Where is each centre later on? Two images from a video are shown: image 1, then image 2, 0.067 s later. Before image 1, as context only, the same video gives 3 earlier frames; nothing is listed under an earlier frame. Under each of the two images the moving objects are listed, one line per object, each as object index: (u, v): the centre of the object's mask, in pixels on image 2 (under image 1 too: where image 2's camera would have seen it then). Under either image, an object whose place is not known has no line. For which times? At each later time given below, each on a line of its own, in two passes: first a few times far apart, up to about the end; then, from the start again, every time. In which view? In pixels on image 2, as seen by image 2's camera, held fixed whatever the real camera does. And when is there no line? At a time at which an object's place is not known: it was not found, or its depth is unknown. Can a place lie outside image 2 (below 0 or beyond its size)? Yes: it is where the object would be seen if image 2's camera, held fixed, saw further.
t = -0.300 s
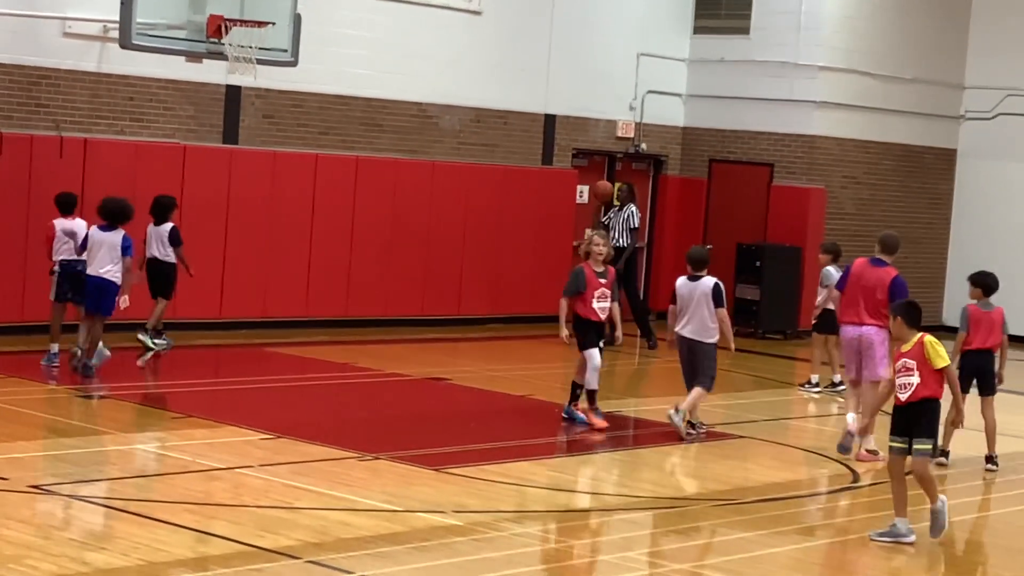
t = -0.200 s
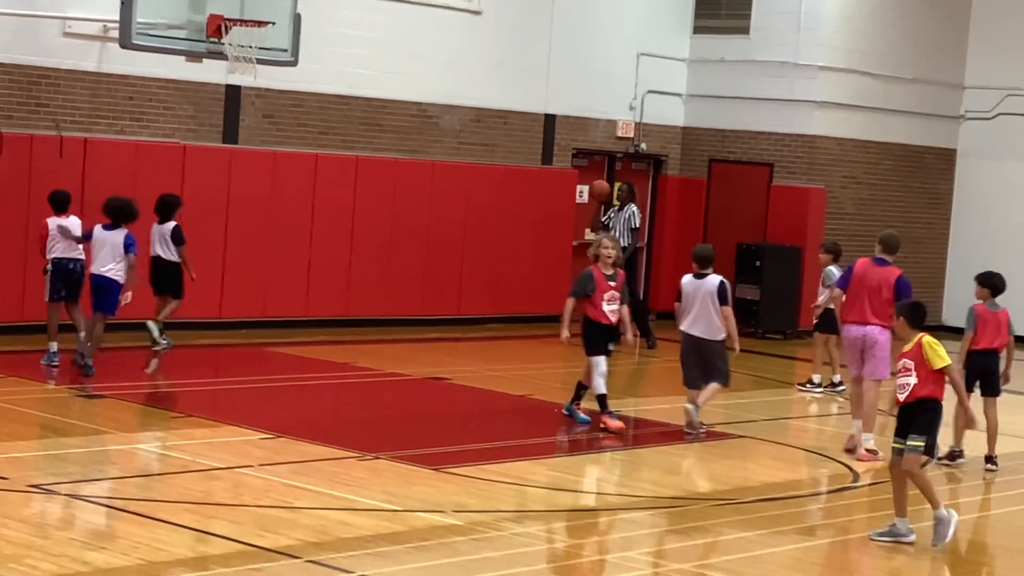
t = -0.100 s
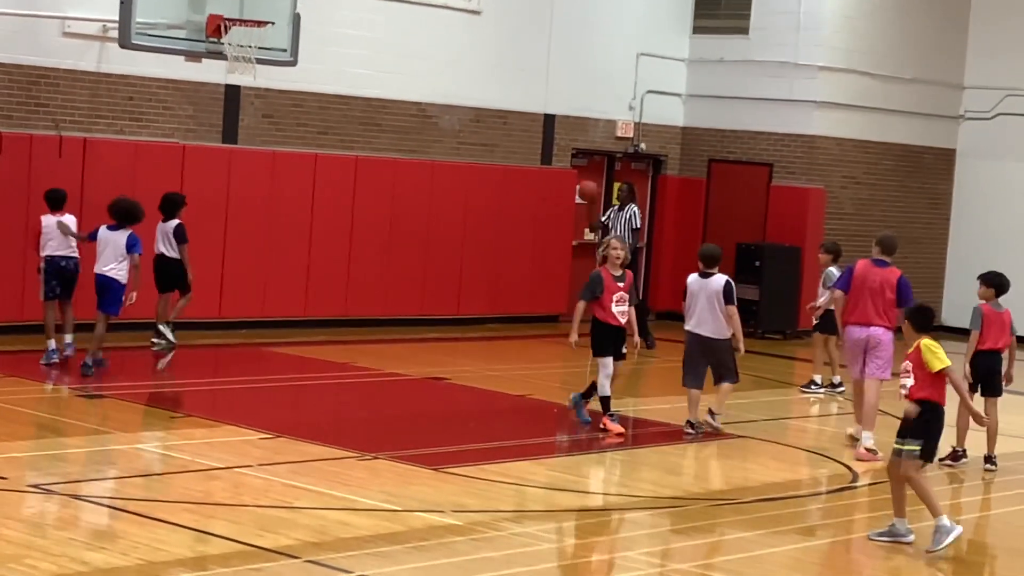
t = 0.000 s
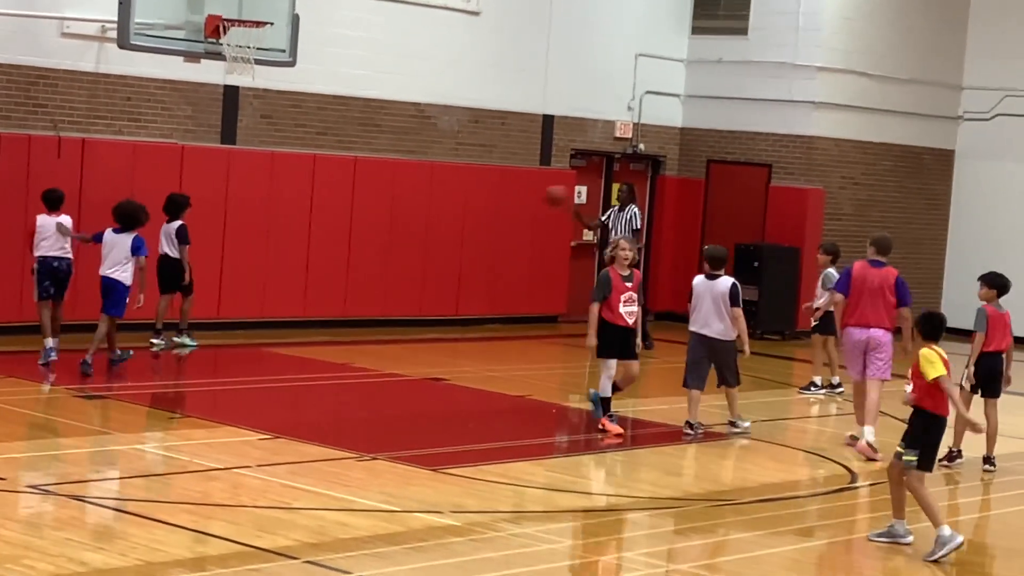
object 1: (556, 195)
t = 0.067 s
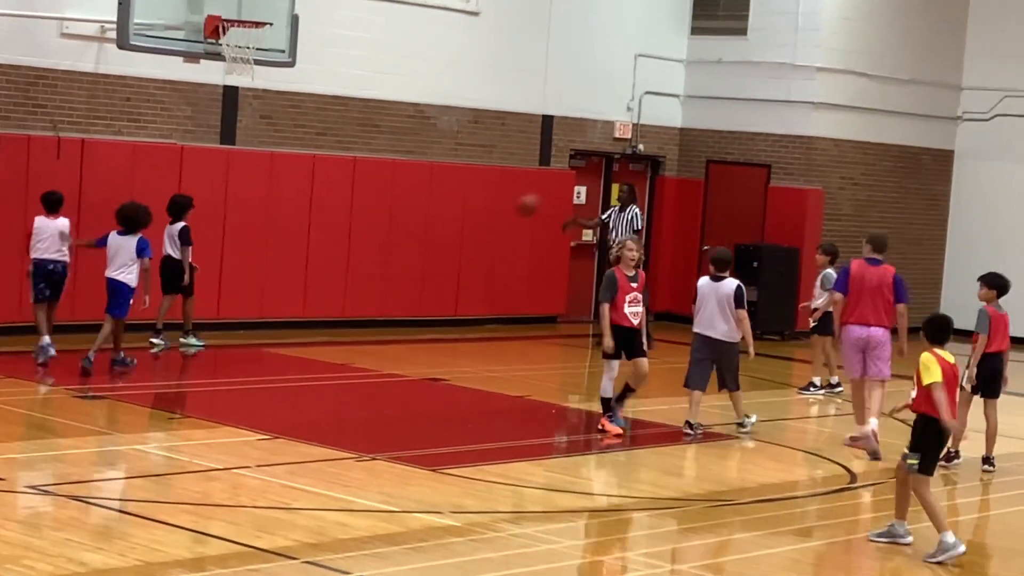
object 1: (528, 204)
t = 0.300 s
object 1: (431, 269)
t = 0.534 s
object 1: (348, 296)
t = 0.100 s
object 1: (514, 210)
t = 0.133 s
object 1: (500, 218)
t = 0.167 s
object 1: (487, 226)
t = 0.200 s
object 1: (473, 234)
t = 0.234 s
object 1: (459, 245)
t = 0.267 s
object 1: (444, 257)
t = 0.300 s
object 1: (431, 269)
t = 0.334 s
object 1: (414, 283)
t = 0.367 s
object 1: (399, 297)
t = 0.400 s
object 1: (385, 313)
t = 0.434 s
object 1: (368, 331)
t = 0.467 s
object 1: (362, 321)
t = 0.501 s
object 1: (355, 307)
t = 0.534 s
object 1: (348, 296)
